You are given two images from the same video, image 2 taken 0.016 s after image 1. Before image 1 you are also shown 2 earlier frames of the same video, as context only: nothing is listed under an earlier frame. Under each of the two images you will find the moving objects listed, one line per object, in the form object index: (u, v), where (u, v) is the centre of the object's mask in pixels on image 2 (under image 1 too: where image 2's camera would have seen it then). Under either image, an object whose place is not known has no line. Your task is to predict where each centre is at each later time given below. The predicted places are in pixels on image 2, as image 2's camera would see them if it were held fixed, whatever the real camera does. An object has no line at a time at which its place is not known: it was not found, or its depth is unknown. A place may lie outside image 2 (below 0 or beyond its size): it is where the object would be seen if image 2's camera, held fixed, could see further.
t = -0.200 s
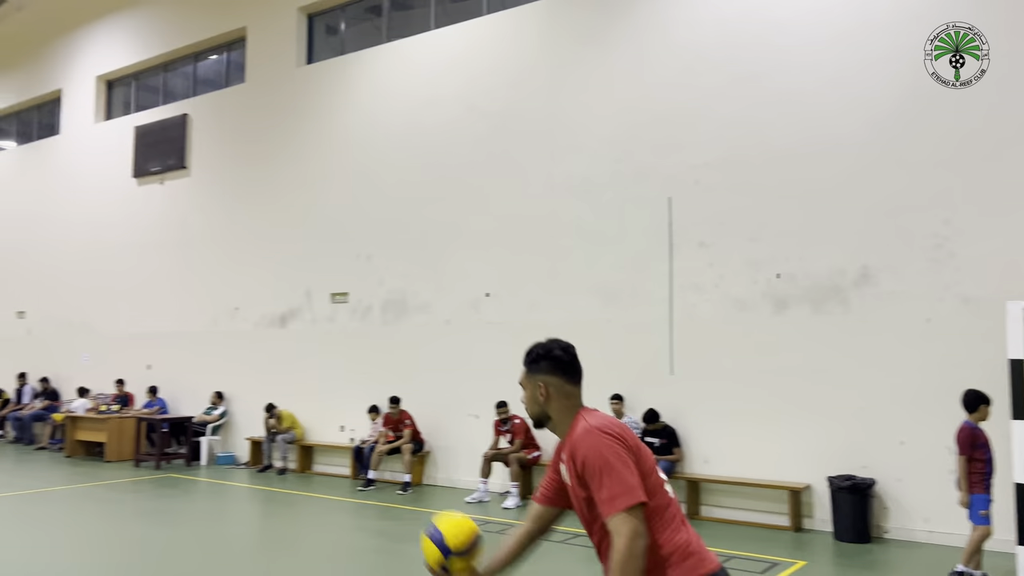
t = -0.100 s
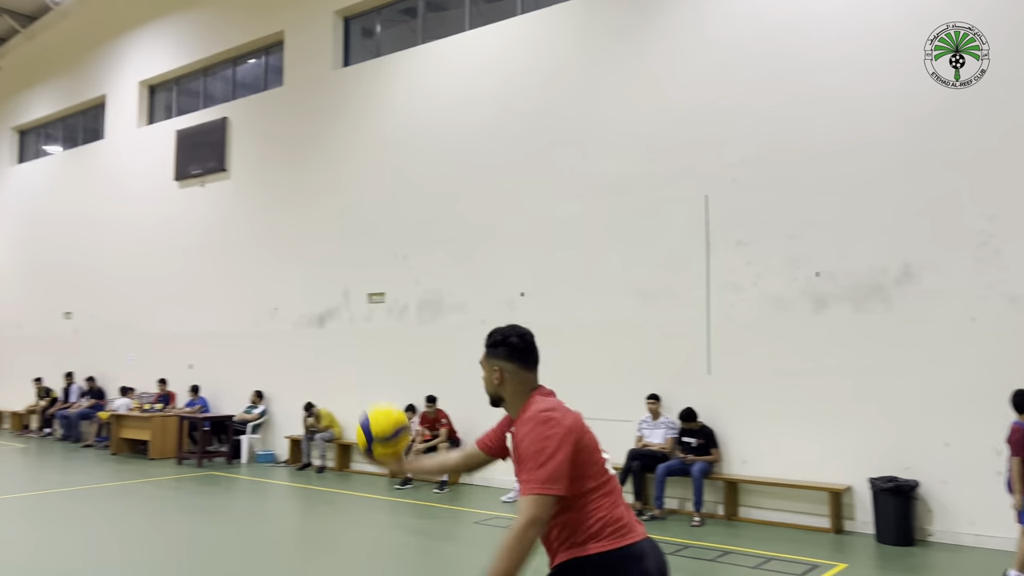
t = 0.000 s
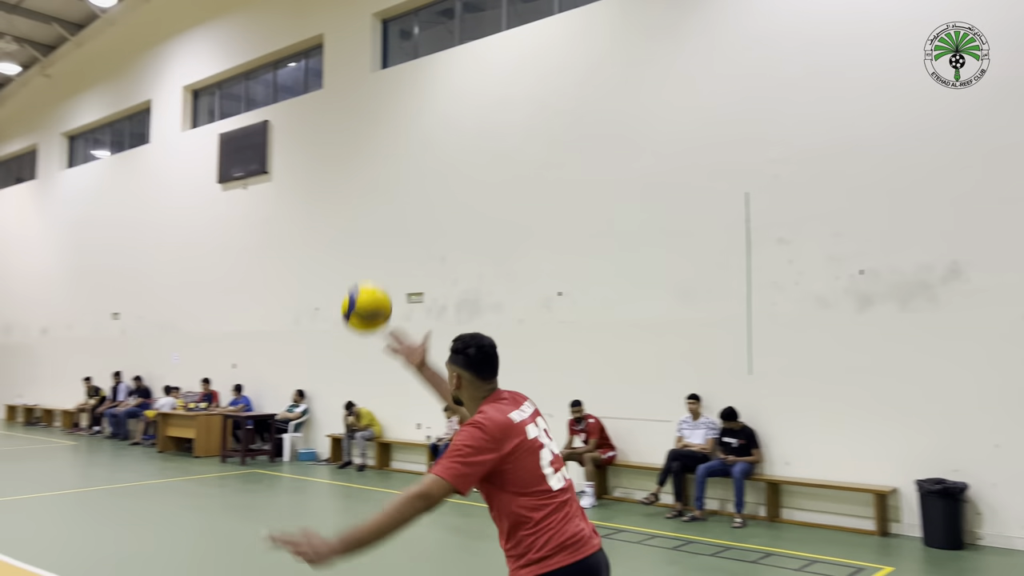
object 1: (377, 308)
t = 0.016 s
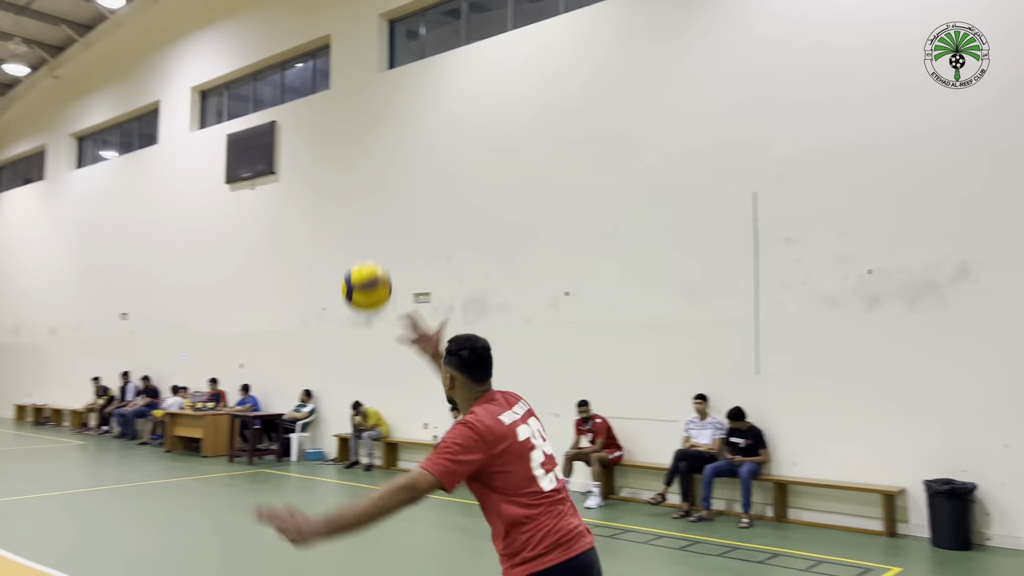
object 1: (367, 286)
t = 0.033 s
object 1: (358, 267)
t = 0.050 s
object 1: (351, 251)
